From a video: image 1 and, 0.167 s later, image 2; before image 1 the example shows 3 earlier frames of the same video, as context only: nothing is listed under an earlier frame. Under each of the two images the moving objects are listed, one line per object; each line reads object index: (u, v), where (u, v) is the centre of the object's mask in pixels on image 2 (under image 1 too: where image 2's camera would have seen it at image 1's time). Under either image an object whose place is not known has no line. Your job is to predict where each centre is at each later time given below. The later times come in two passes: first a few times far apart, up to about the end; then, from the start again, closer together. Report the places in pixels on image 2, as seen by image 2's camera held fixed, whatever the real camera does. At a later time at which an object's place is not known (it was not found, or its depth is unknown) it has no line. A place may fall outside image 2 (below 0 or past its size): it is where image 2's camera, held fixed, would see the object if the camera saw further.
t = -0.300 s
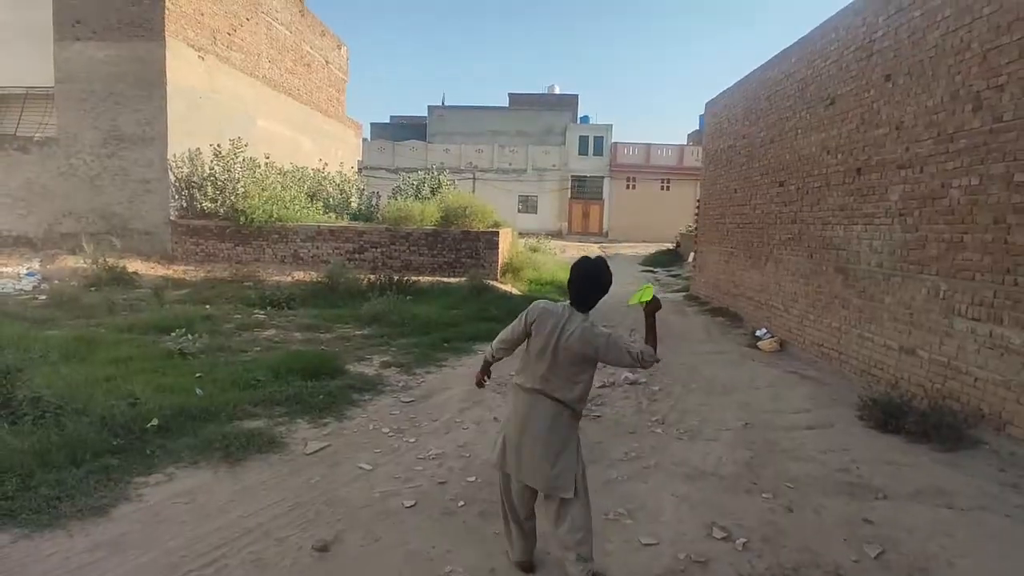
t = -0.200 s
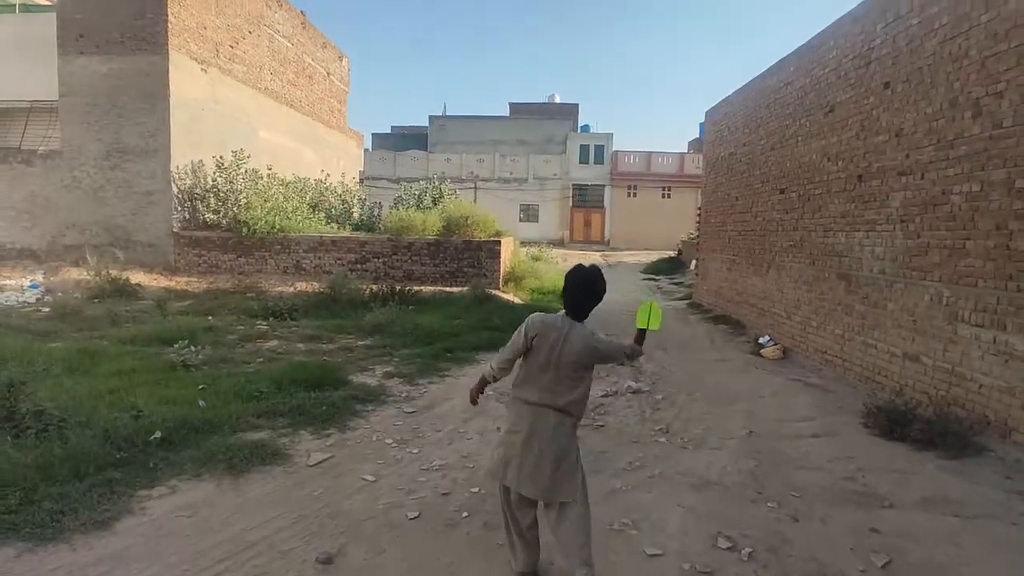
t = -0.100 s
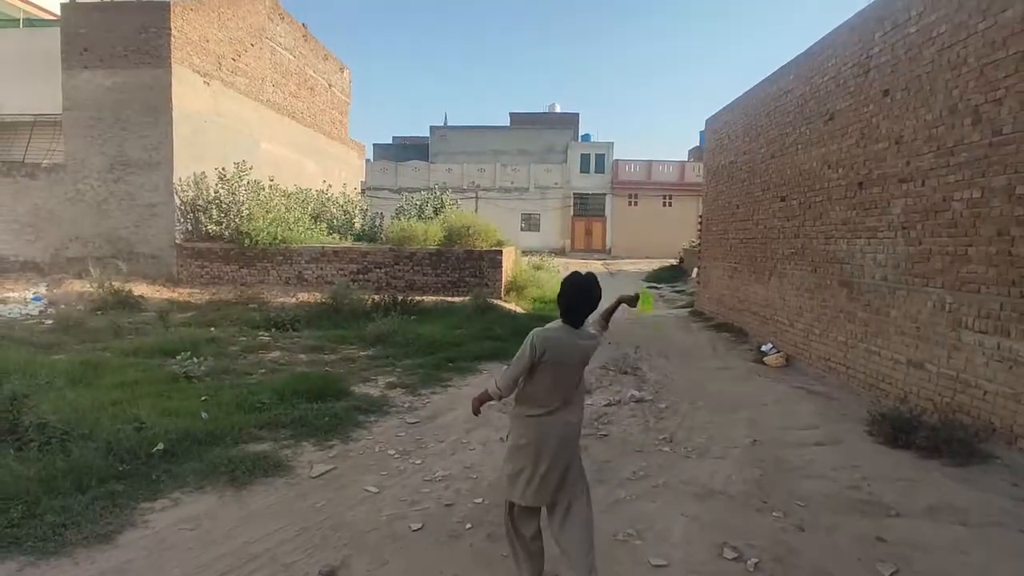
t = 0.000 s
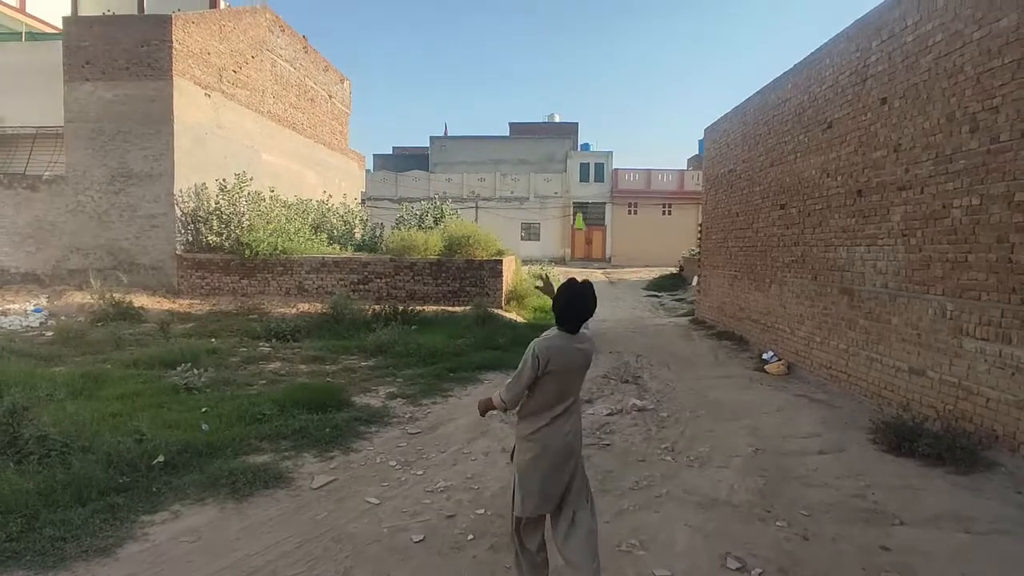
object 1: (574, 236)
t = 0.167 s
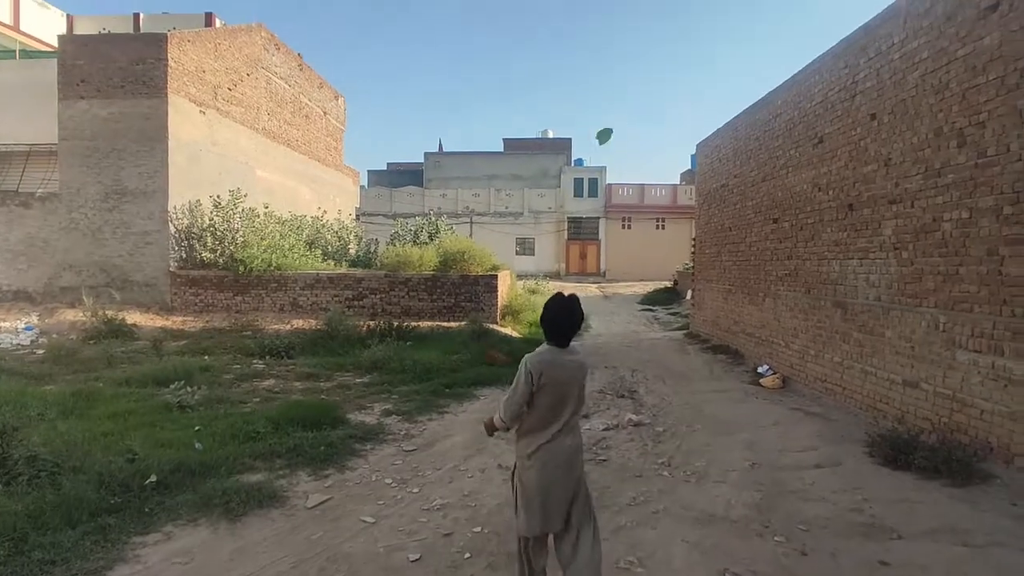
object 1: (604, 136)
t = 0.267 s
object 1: (663, 105)
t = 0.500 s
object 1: (820, 104)
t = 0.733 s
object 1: (948, 215)
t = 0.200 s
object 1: (622, 123)
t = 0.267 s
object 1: (663, 105)
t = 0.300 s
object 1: (685, 100)
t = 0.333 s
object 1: (707, 96)
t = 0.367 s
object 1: (729, 94)
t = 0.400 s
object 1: (752, 94)
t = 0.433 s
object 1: (774, 96)
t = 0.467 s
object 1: (798, 99)
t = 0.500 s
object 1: (820, 104)
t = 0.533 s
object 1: (843, 112)
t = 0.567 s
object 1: (865, 122)
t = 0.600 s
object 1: (886, 135)
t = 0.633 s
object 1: (906, 150)
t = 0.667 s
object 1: (924, 169)
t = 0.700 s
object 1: (938, 190)
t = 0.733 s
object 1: (948, 215)
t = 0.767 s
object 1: (954, 239)
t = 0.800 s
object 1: (953, 268)
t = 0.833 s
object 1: (943, 299)
